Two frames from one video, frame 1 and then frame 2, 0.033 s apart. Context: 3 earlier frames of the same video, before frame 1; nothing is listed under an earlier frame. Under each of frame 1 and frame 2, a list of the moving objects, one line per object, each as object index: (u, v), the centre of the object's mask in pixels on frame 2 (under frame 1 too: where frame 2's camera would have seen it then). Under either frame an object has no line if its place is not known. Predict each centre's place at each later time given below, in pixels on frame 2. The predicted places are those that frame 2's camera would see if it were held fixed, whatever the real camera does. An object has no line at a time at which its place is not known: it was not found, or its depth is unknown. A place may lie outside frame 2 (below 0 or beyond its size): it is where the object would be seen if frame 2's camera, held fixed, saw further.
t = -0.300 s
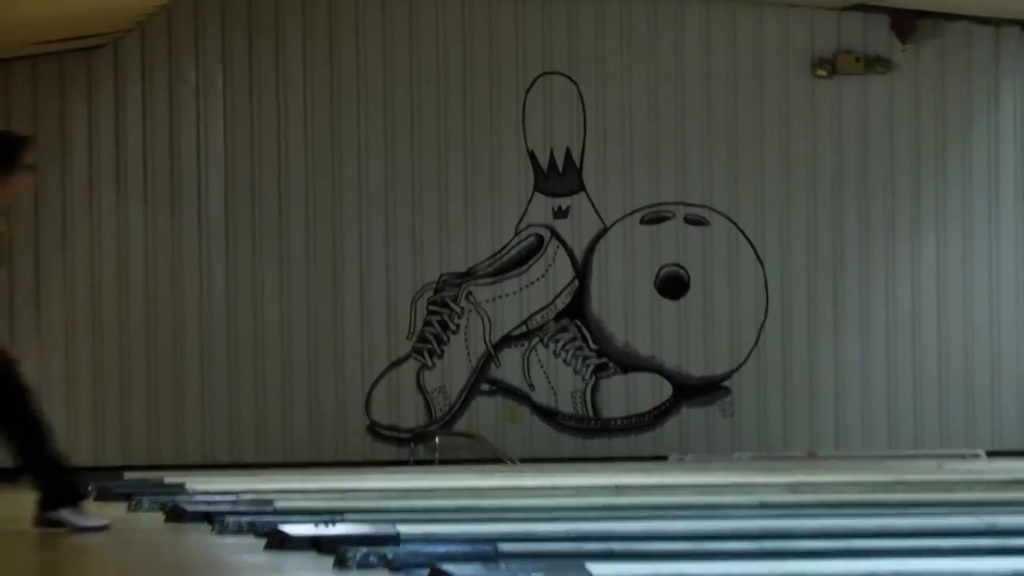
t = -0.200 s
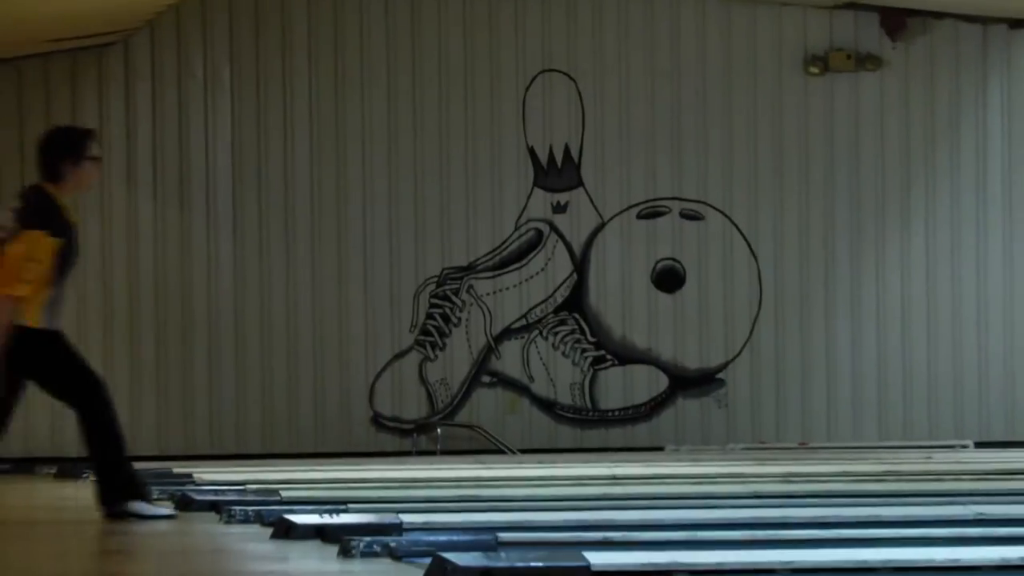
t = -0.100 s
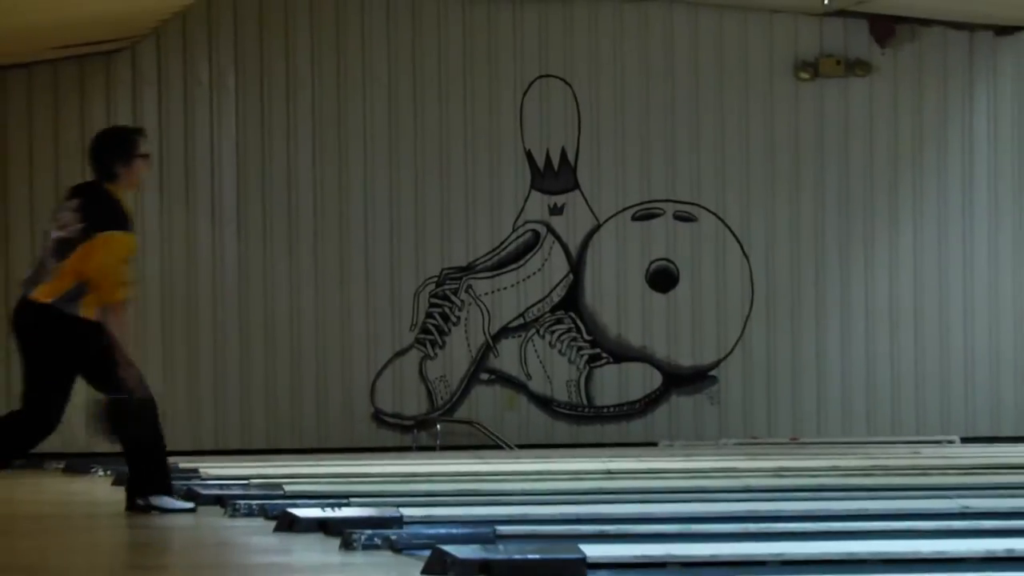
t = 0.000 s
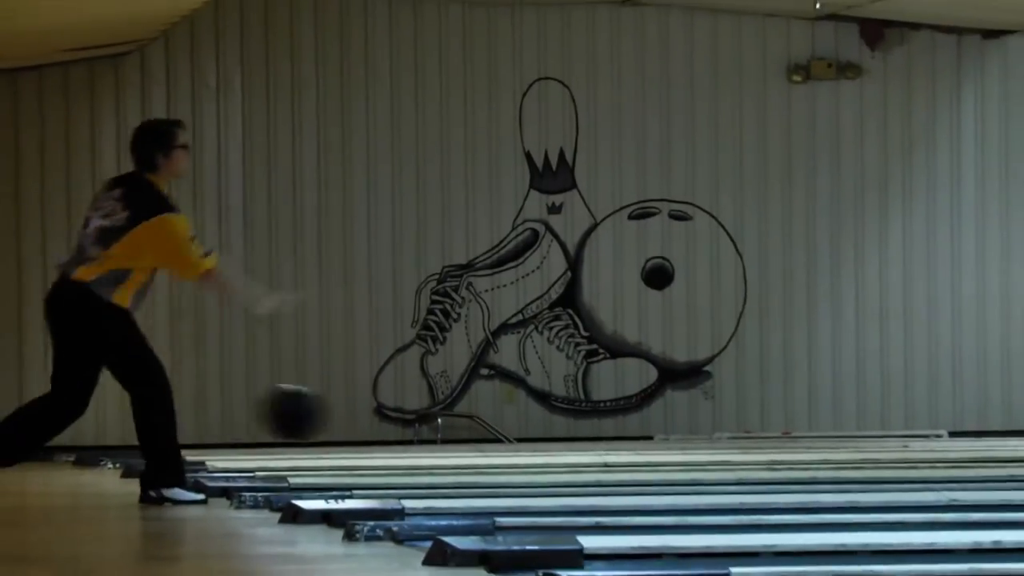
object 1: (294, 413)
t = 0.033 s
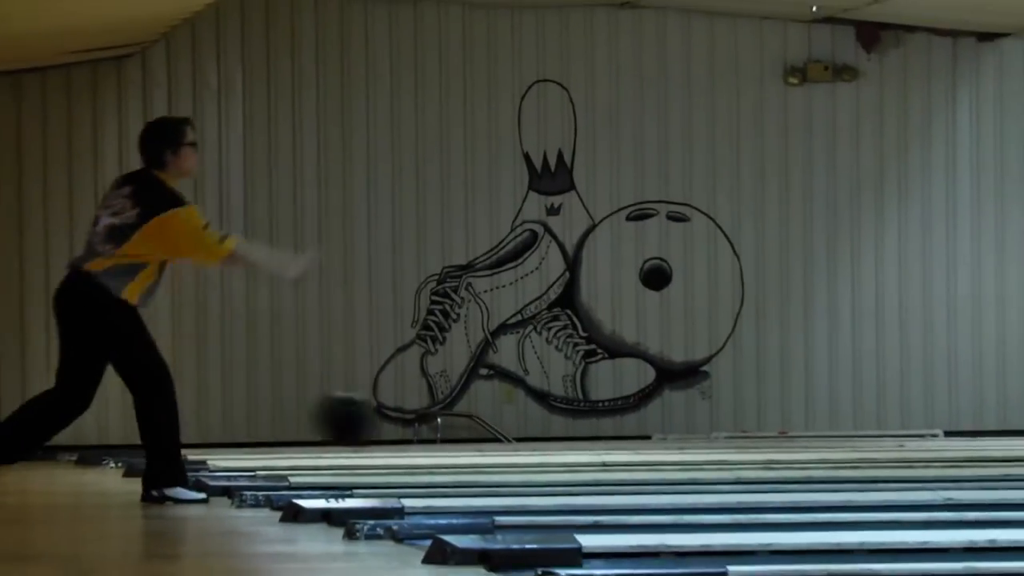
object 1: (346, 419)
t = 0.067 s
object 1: (398, 429)
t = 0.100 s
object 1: (451, 439)
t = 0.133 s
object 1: (505, 459)
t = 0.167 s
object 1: (560, 469)
